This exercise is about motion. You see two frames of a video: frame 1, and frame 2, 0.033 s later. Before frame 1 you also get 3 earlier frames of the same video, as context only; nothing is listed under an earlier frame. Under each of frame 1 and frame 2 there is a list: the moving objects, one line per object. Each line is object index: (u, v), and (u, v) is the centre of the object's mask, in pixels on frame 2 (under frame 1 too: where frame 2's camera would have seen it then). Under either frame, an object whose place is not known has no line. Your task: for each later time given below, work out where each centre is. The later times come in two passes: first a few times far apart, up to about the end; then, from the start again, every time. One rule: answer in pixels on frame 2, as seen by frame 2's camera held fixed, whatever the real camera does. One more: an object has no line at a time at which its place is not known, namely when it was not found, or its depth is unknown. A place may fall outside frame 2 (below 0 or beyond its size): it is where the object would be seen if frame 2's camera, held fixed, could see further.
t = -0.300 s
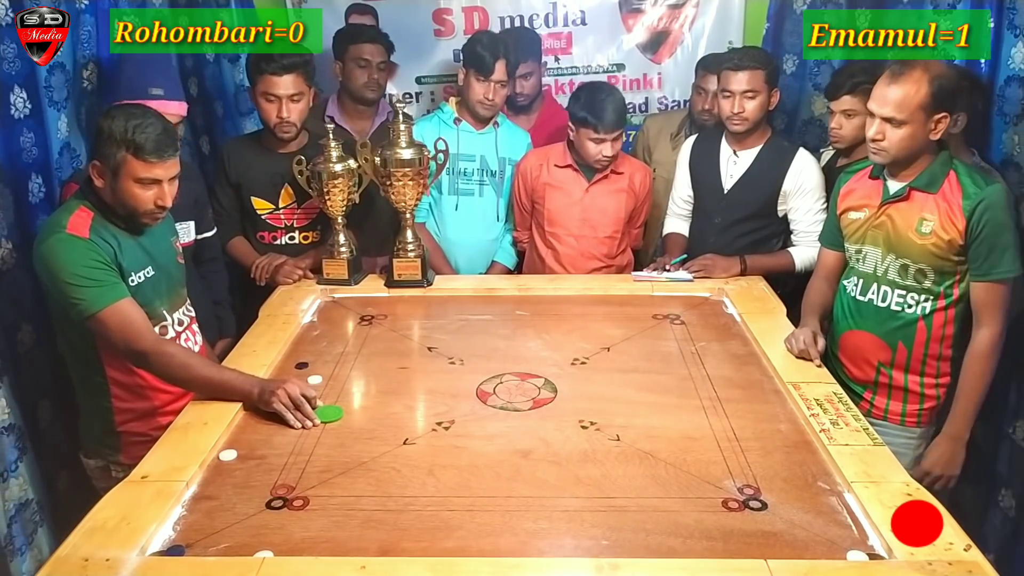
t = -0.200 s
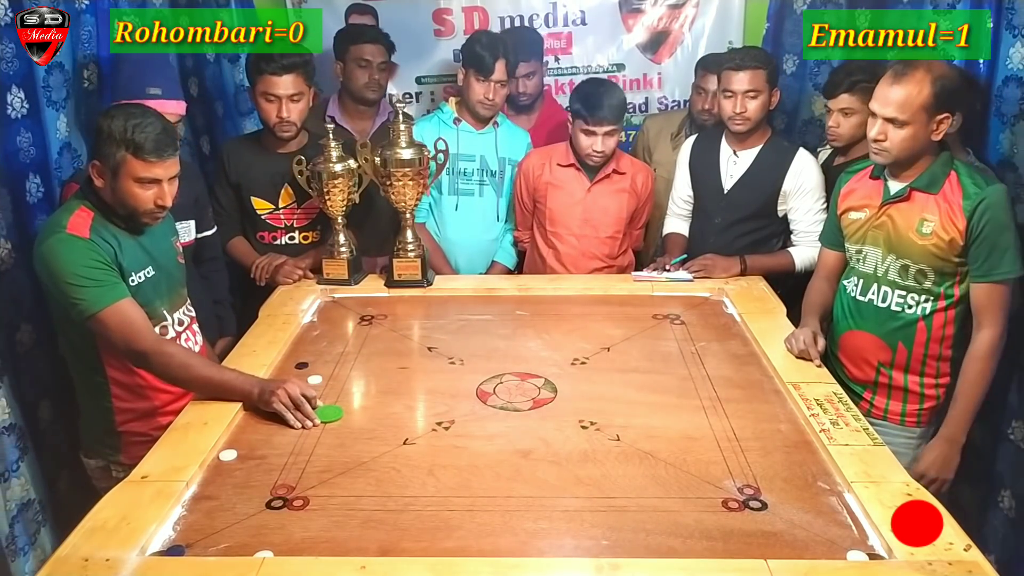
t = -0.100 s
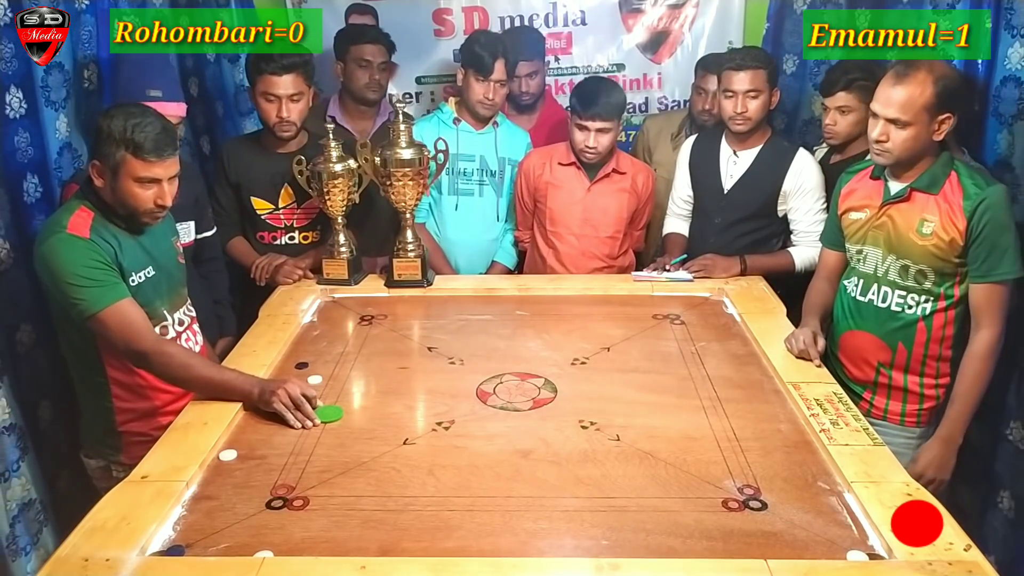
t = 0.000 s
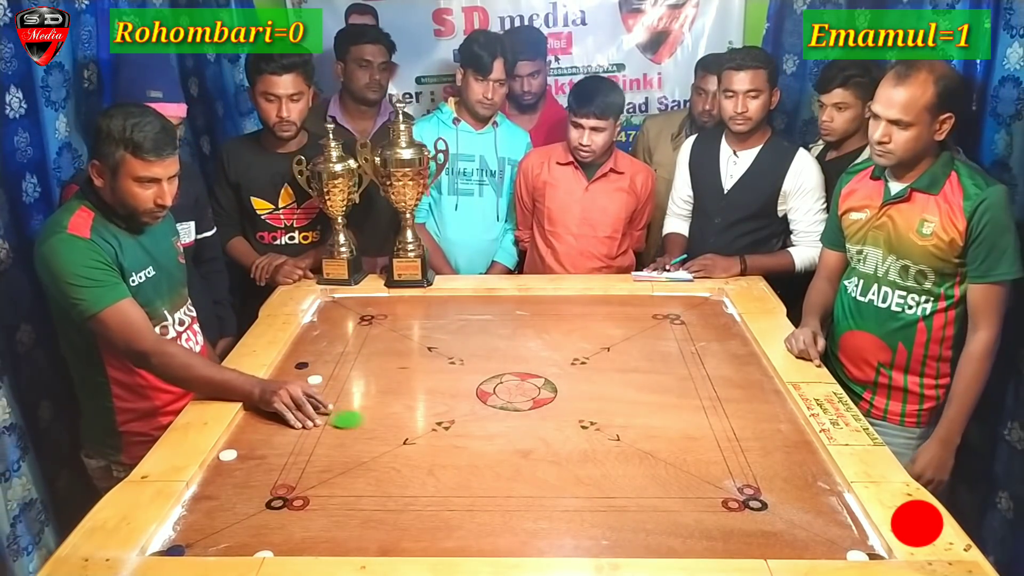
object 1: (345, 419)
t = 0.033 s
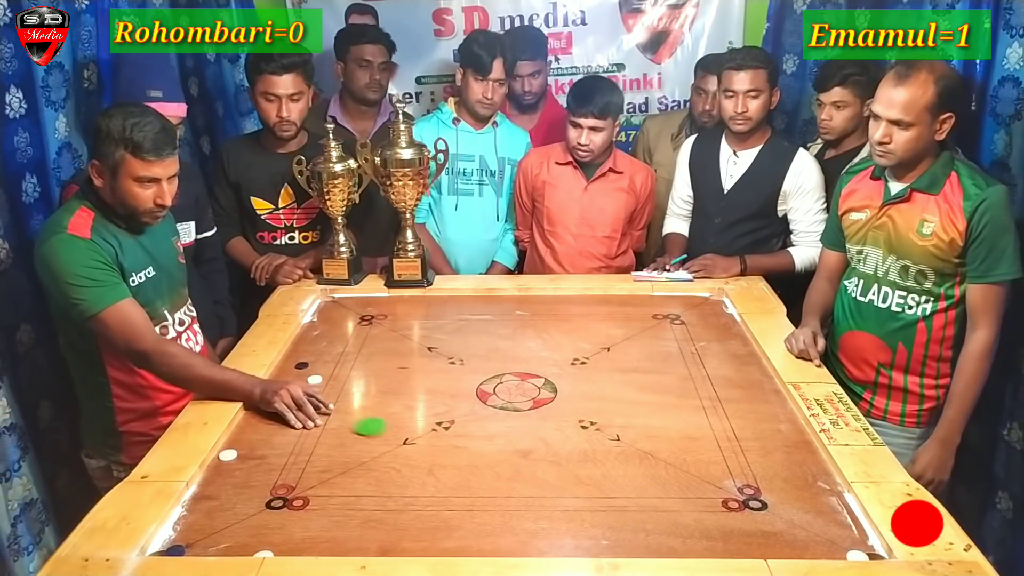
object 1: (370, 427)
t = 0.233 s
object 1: (511, 468)
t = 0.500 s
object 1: (687, 516)
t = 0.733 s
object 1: (809, 547)
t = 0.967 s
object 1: (852, 550)
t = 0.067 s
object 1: (393, 434)
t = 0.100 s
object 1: (417, 441)
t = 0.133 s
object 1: (441, 448)
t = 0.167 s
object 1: (464, 455)
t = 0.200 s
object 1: (487, 462)
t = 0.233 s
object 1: (511, 468)
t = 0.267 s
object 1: (535, 475)
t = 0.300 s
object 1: (557, 481)
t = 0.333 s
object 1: (580, 487)
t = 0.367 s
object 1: (602, 493)
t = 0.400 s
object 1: (624, 499)
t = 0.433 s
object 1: (646, 505)
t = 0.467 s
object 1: (667, 511)
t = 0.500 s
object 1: (687, 516)
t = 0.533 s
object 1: (707, 521)
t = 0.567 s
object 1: (726, 526)
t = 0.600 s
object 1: (744, 531)
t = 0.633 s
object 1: (762, 536)
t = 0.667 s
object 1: (779, 540)
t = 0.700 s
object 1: (795, 544)
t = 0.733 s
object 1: (809, 547)
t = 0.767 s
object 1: (822, 549)
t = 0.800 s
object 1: (832, 550)
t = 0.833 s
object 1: (838, 551)
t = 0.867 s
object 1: (844, 551)
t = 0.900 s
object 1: (848, 550)
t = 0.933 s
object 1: (851, 550)
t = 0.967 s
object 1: (852, 550)
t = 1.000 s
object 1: (853, 550)
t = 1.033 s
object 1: (853, 550)
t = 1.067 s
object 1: (853, 550)
